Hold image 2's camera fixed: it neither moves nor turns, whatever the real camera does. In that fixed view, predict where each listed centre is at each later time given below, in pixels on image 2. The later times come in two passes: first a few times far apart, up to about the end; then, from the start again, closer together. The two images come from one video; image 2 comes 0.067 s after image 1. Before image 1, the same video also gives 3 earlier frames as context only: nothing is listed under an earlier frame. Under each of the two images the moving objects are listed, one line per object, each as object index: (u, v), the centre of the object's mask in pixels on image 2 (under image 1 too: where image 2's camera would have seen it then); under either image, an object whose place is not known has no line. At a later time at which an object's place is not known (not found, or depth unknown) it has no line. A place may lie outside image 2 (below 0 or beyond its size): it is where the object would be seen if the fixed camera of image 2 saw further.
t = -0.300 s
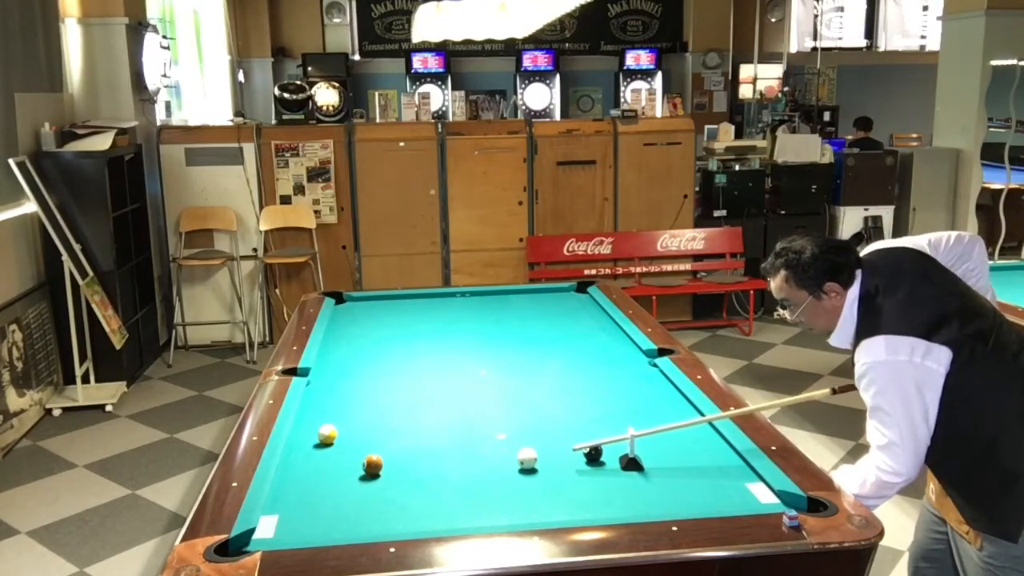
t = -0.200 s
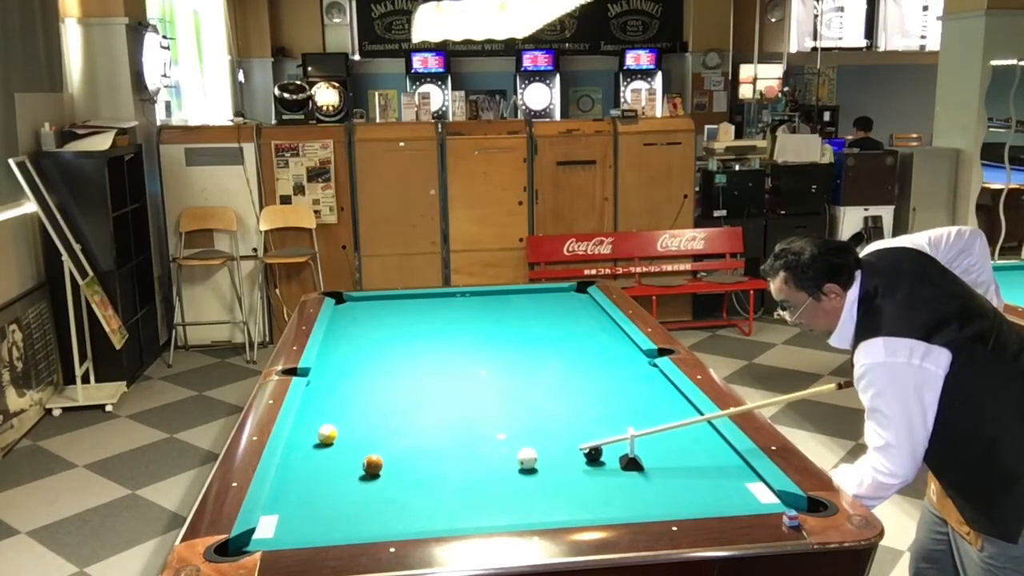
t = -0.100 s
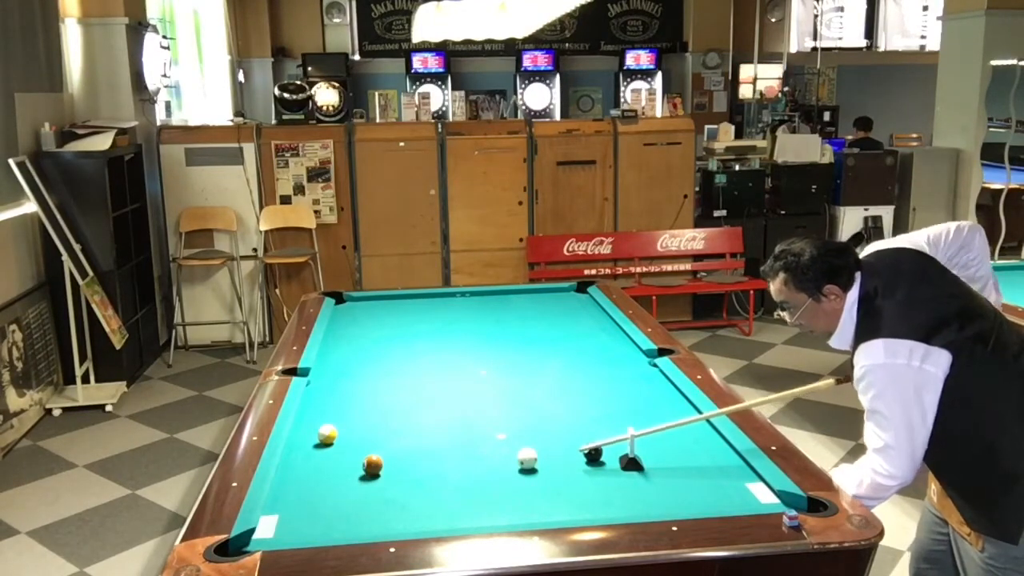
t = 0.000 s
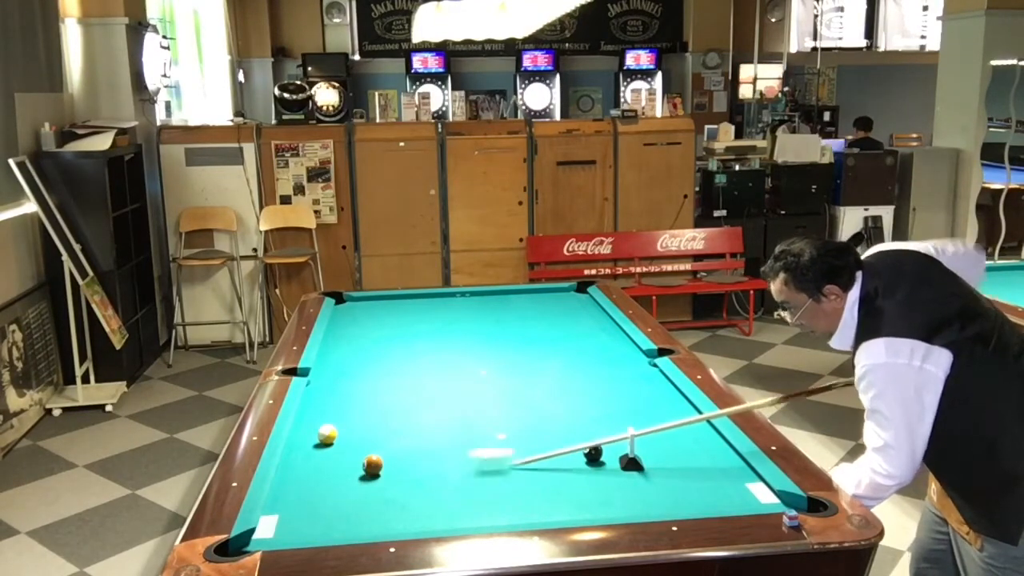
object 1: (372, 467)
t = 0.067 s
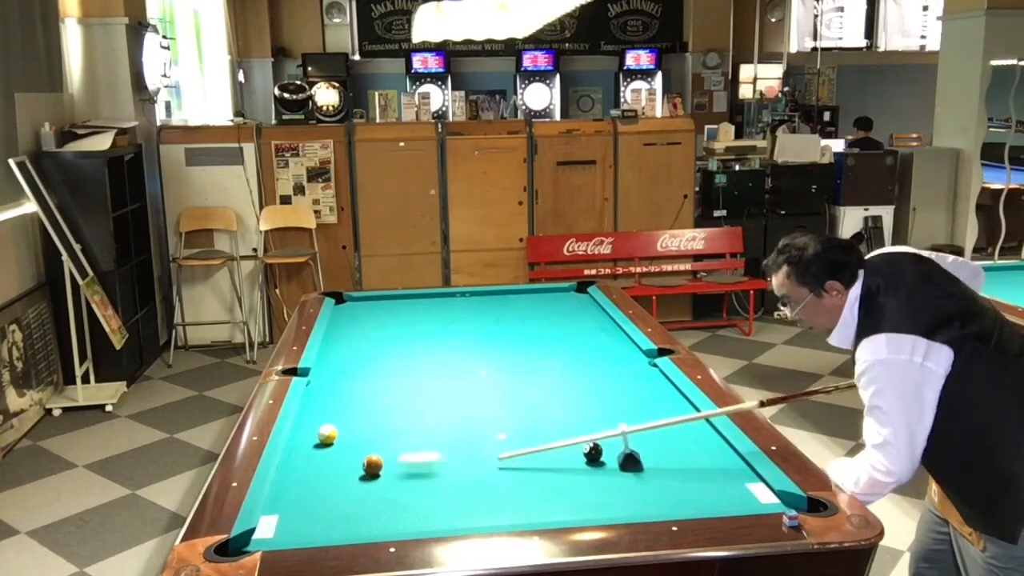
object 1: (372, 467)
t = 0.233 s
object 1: (319, 466)
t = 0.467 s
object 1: (430, 449)
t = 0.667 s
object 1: (498, 437)
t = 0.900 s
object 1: (570, 421)
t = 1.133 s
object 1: (636, 407)
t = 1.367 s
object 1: (666, 397)
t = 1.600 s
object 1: (630, 394)
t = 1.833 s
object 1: (597, 392)
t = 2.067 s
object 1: (567, 389)
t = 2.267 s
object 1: (542, 386)
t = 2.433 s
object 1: (523, 385)
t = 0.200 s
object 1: (298, 468)
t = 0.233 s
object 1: (319, 466)
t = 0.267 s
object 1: (340, 464)
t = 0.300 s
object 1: (358, 463)
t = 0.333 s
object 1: (375, 462)
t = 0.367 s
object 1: (391, 461)
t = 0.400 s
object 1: (405, 454)
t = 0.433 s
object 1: (418, 451)
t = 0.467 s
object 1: (430, 449)
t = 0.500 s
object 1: (442, 449)
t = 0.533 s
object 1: (454, 447)
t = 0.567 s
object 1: (465, 445)
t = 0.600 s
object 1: (476, 443)
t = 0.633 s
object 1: (487, 440)
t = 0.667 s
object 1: (498, 437)
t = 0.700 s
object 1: (509, 435)
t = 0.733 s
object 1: (520, 433)
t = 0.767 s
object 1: (530, 431)
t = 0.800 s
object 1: (540, 428)
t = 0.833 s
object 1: (550, 426)
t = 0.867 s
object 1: (560, 423)
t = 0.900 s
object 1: (570, 421)
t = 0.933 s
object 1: (580, 419)
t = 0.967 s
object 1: (590, 417)
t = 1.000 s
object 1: (599, 415)
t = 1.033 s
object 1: (607, 413)
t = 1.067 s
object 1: (617, 411)
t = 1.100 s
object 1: (626, 409)
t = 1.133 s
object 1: (636, 407)
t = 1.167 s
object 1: (644, 406)
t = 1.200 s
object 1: (653, 403)
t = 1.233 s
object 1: (661, 402)
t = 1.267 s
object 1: (670, 400)
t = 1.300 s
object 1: (677, 398)
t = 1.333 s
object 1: (673, 398)
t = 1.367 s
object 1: (666, 397)
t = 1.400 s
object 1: (660, 397)
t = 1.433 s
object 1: (654, 396)
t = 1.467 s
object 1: (649, 395)
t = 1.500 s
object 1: (644, 395)
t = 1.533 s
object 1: (640, 395)
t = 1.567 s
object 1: (635, 395)
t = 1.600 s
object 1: (630, 394)
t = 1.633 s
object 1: (625, 394)
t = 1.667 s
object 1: (621, 393)
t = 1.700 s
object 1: (616, 393)
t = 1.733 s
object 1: (611, 393)
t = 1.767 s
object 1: (606, 392)
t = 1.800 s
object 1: (602, 392)
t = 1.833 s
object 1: (597, 392)
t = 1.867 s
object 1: (593, 391)
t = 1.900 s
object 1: (588, 391)
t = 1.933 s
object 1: (584, 390)
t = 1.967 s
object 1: (580, 390)
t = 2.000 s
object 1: (576, 389)
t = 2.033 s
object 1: (571, 389)
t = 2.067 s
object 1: (567, 389)
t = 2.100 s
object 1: (563, 388)
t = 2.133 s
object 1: (558, 388)
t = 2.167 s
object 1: (555, 388)
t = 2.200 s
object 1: (550, 388)
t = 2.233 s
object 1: (546, 387)
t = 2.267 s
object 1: (542, 386)
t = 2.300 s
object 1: (538, 386)
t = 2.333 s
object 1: (535, 386)
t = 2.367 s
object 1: (531, 385)
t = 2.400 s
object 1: (527, 385)
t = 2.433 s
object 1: (523, 385)
